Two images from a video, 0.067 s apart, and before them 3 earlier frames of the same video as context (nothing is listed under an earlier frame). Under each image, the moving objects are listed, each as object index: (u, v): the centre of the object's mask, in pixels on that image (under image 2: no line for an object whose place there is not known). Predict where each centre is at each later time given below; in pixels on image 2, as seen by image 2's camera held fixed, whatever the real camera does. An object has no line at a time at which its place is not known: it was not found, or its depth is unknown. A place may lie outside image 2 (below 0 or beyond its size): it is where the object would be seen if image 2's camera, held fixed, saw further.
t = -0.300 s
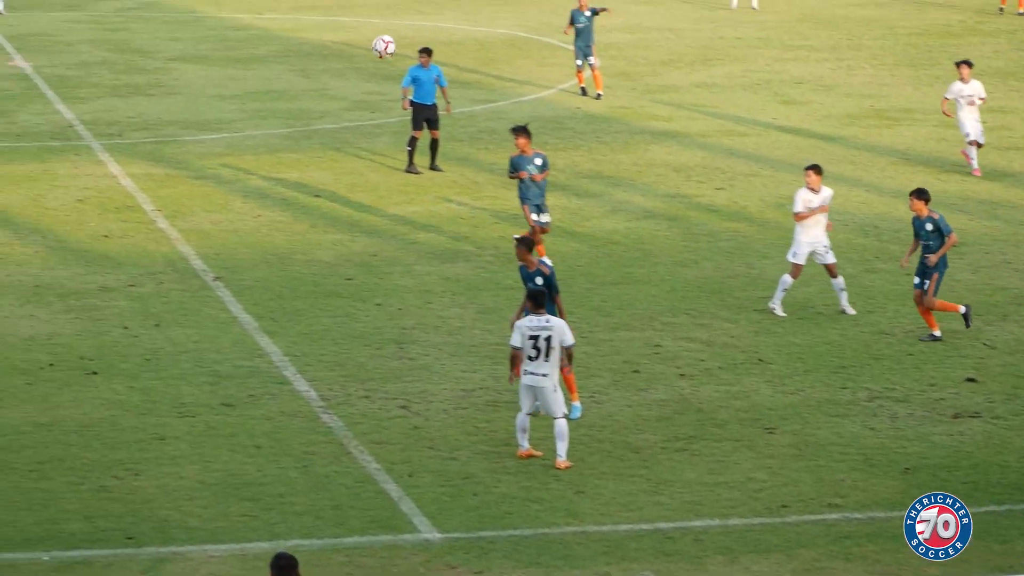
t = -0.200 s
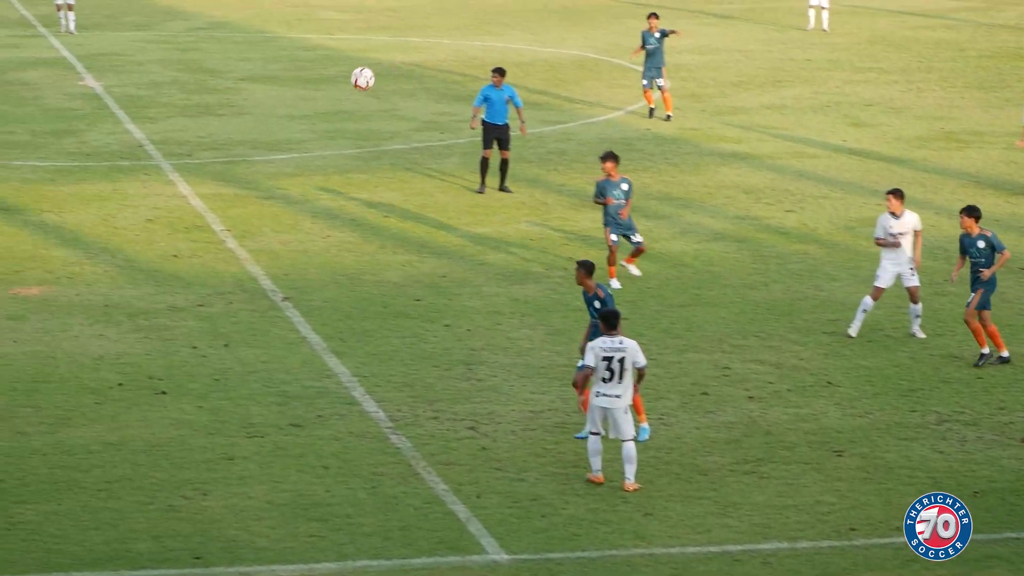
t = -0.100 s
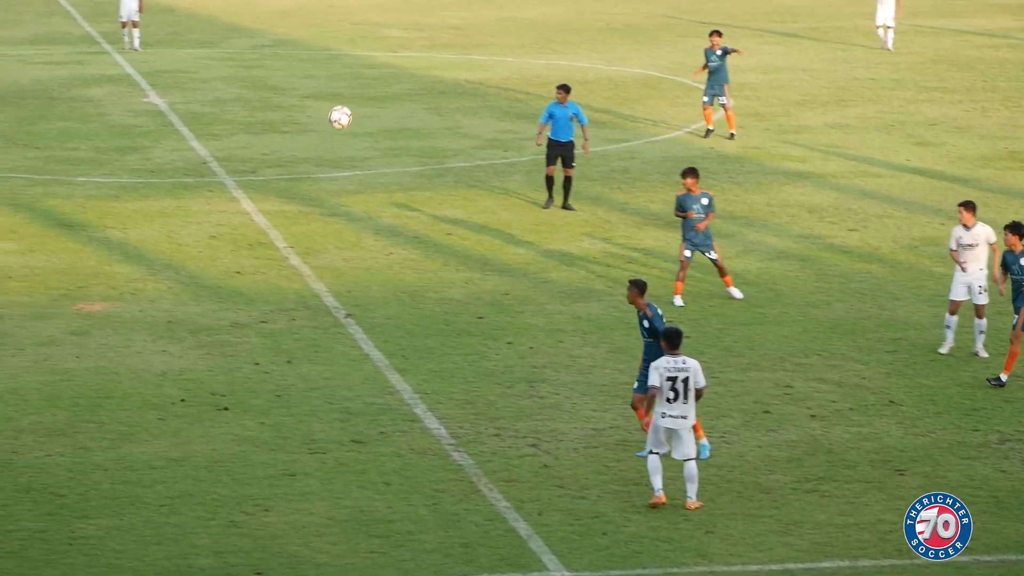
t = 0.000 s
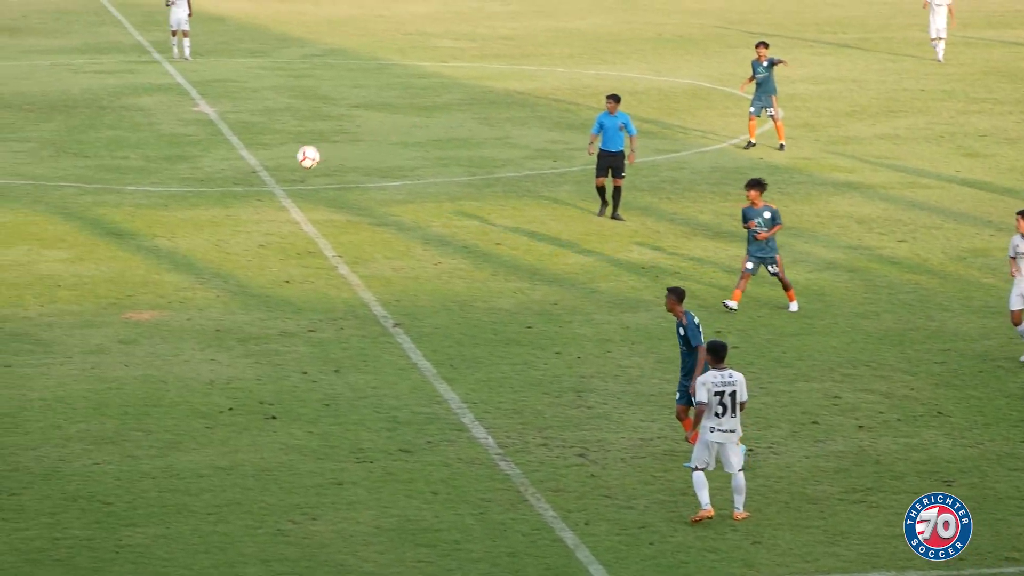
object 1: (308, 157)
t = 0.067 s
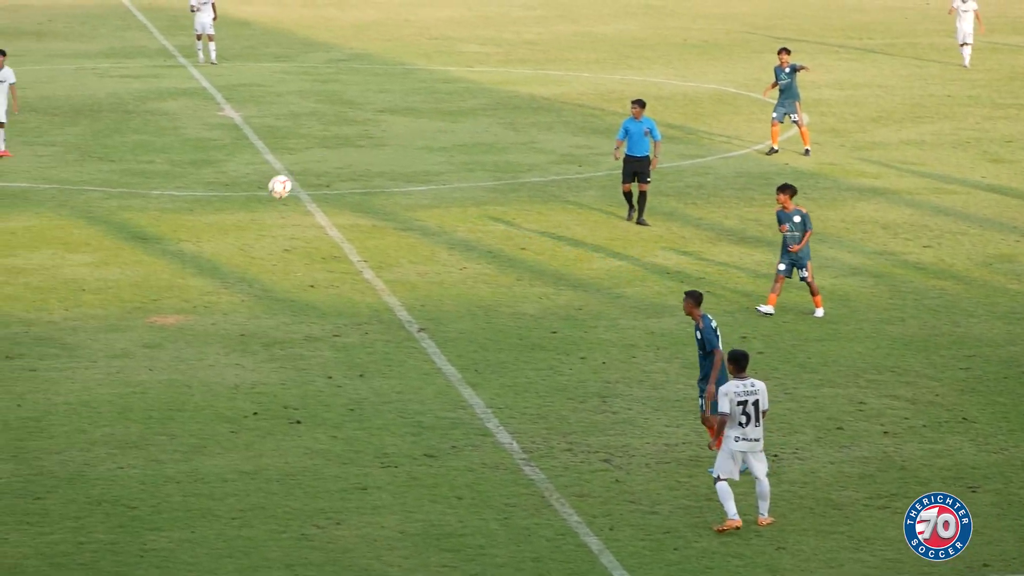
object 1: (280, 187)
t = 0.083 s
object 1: (268, 193)
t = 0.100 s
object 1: (257, 200)
